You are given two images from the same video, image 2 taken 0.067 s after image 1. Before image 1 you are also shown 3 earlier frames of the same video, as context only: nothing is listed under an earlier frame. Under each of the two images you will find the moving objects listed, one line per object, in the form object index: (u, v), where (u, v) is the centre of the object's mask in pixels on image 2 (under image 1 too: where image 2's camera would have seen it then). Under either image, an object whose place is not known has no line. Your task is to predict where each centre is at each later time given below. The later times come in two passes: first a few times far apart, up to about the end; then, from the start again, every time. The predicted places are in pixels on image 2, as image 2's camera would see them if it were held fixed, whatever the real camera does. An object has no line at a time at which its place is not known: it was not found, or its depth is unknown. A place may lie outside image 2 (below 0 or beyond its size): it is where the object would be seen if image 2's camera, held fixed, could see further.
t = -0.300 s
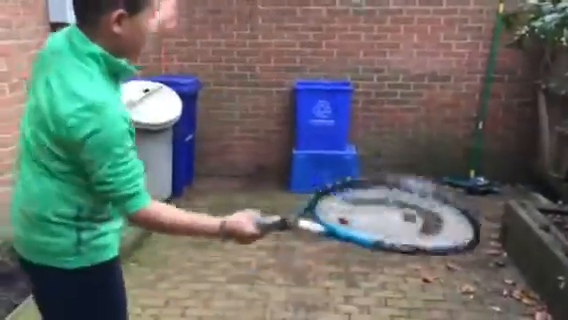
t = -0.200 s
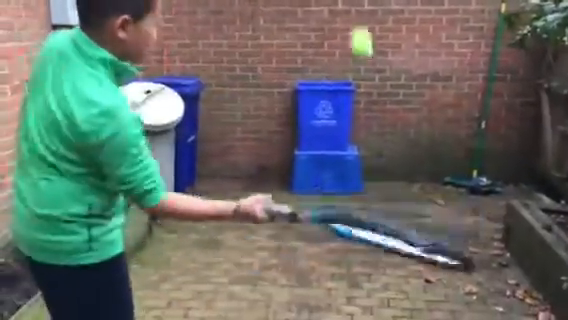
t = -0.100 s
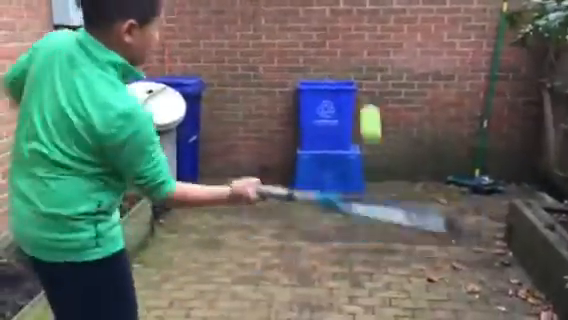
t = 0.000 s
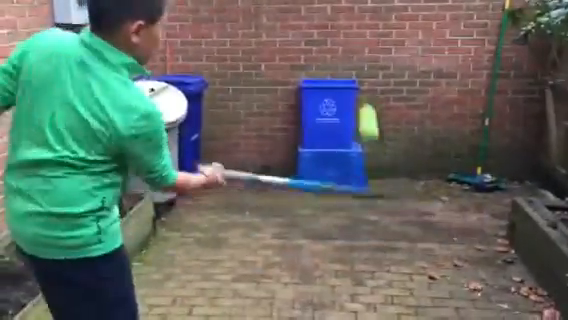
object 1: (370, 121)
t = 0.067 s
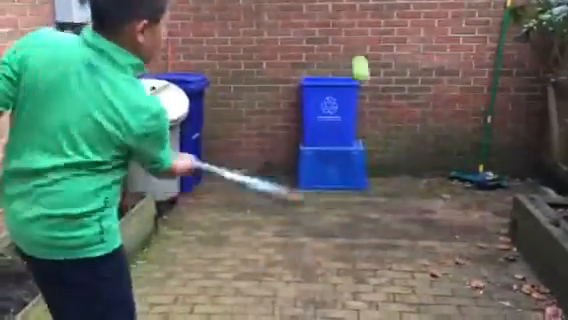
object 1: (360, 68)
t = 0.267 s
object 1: (342, 13)
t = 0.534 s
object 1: (329, 53)
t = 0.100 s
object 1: (357, 51)
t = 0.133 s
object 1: (354, 36)
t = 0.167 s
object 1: (350, 26)
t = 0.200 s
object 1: (348, 19)
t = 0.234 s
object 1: (345, 14)
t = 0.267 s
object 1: (342, 13)
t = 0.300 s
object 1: (340, 13)
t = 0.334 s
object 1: (338, 15)
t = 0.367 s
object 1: (336, 18)
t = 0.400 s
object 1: (335, 23)
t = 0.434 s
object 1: (333, 29)
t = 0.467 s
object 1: (332, 35)
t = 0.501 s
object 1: (330, 44)
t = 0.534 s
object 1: (329, 53)
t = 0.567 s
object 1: (328, 63)
